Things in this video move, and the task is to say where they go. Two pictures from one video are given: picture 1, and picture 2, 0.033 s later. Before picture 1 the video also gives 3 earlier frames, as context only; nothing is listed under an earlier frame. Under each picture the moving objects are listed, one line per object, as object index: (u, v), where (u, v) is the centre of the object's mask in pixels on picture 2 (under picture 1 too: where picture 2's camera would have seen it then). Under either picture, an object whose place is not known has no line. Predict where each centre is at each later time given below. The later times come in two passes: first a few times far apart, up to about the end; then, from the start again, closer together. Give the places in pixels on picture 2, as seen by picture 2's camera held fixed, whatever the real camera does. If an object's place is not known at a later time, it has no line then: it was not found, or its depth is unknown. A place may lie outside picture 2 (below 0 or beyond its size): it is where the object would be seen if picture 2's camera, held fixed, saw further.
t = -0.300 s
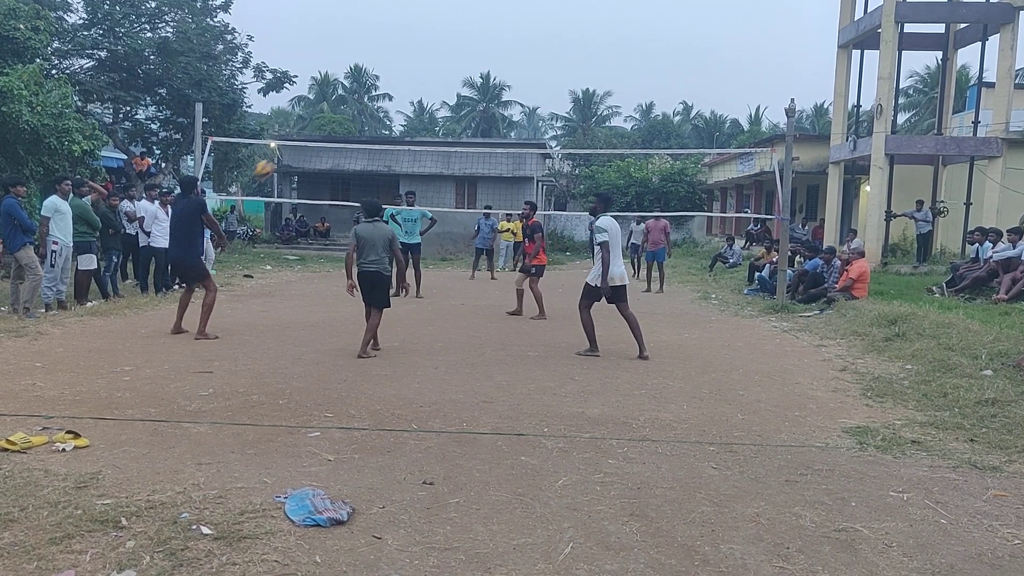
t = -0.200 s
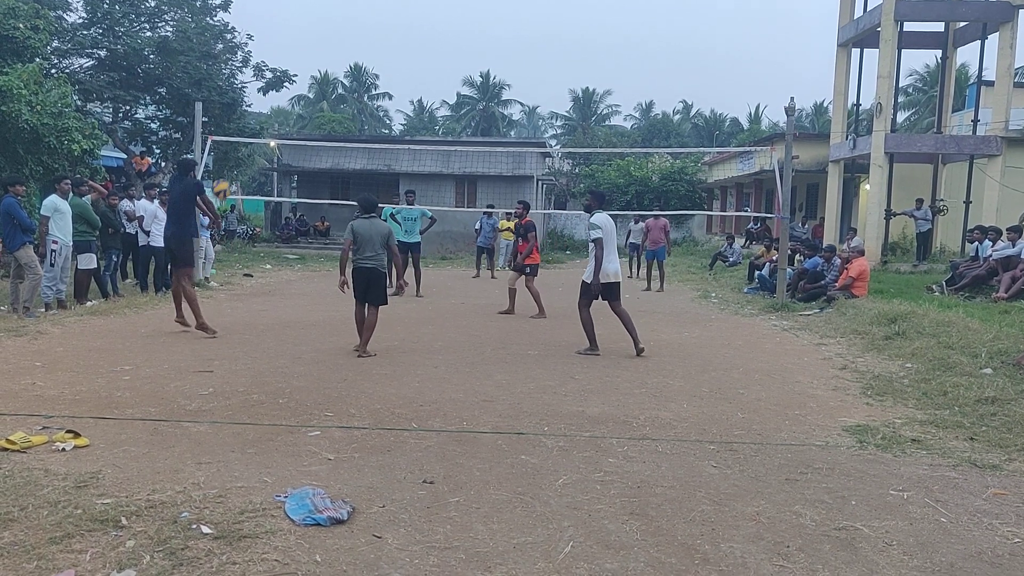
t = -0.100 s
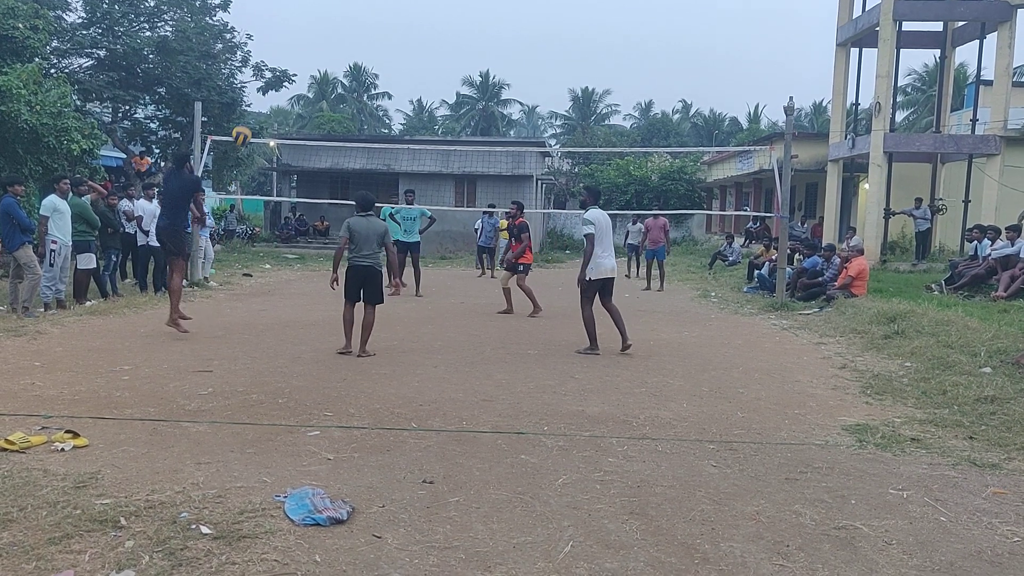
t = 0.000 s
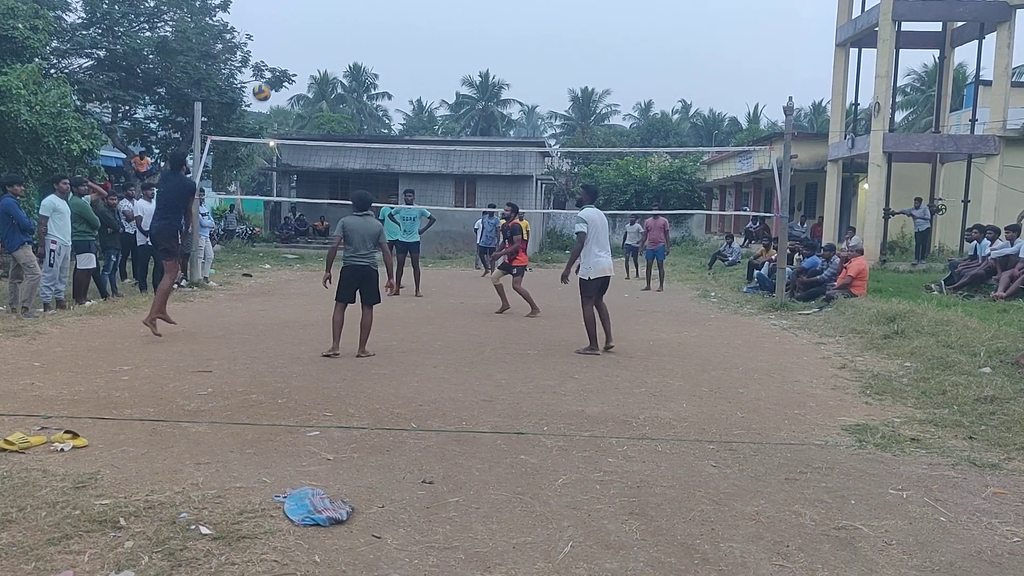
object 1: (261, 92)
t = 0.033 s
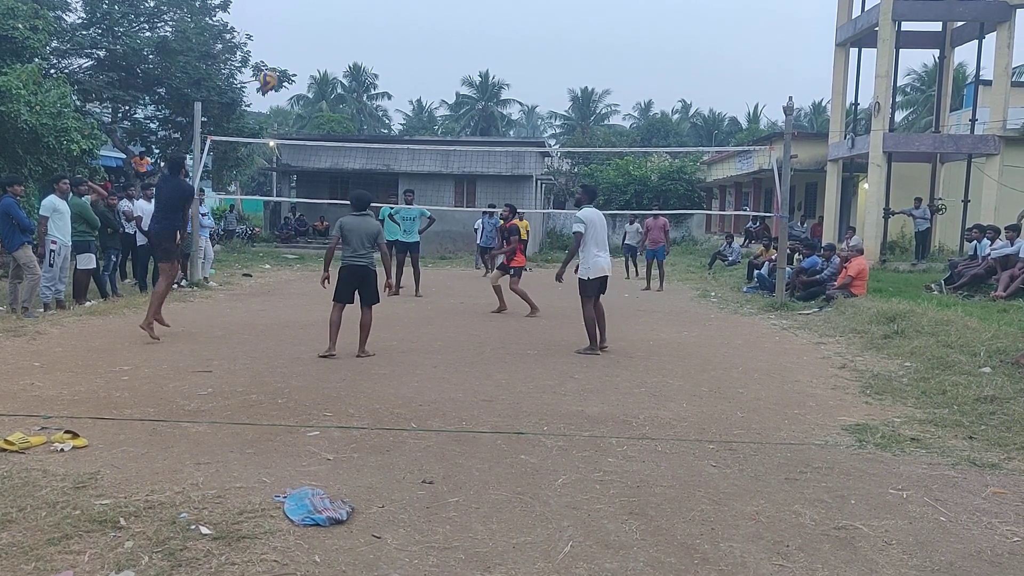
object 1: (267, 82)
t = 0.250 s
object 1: (310, 28)
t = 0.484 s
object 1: (350, 19)
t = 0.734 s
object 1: (387, 54)
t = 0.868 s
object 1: (405, 92)
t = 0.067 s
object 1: (274, 70)
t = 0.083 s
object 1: (278, 65)
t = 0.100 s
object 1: (281, 60)
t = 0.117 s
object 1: (285, 55)
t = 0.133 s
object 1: (288, 51)
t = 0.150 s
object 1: (291, 47)
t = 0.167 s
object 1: (294, 43)
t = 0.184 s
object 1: (297, 40)
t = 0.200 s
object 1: (301, 37)
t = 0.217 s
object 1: (304, 33)
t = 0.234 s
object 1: (307, 31)
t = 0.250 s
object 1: (310, 28)
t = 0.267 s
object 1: (313, 26)
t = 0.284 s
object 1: (316, 24)
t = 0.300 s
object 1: (319, 22)
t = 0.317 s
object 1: (322, 20)
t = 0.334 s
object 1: (324, 19)
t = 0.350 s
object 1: (327, 18)
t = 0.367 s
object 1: (330, 17)
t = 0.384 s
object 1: (333, 17)
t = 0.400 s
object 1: (336, 17)
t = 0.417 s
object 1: (338, 17)
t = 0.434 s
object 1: (341, 17)
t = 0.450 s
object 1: (344, 17)
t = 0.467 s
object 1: (347, 18)
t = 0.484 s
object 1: (350, 19)
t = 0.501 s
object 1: (352, 20)
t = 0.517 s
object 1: (355, 21)
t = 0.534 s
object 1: (358, 22)
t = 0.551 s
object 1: (360, 24)
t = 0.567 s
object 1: (363, 26)
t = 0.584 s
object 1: (365, 28)
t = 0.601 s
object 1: (368, 30)
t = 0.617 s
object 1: (371, 32)
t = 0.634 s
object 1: (373, 35)
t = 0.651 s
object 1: (375, 37)
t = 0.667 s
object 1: (378, 41)
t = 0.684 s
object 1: (380, 44)
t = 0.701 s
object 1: (383, 47)
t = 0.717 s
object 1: (385, 51)
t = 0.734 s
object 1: (387, 54)
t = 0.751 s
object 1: (390, 59)
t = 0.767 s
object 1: (392, 63)
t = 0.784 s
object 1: (394, 67)
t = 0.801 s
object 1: (396, 72)
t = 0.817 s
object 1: (399, 77)
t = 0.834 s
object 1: (401, 82)
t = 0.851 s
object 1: (403, 87)
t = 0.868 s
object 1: (405, 92)
